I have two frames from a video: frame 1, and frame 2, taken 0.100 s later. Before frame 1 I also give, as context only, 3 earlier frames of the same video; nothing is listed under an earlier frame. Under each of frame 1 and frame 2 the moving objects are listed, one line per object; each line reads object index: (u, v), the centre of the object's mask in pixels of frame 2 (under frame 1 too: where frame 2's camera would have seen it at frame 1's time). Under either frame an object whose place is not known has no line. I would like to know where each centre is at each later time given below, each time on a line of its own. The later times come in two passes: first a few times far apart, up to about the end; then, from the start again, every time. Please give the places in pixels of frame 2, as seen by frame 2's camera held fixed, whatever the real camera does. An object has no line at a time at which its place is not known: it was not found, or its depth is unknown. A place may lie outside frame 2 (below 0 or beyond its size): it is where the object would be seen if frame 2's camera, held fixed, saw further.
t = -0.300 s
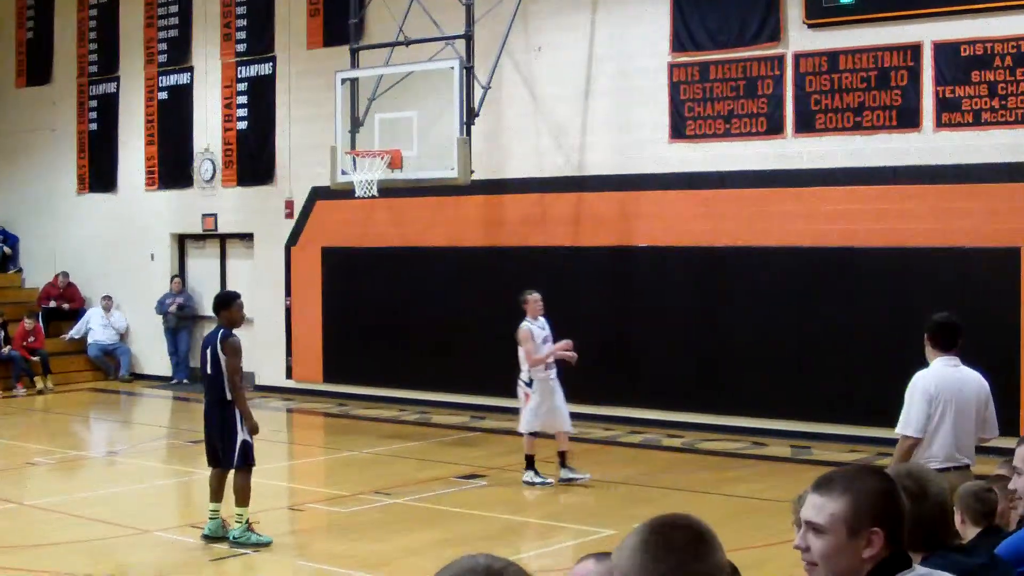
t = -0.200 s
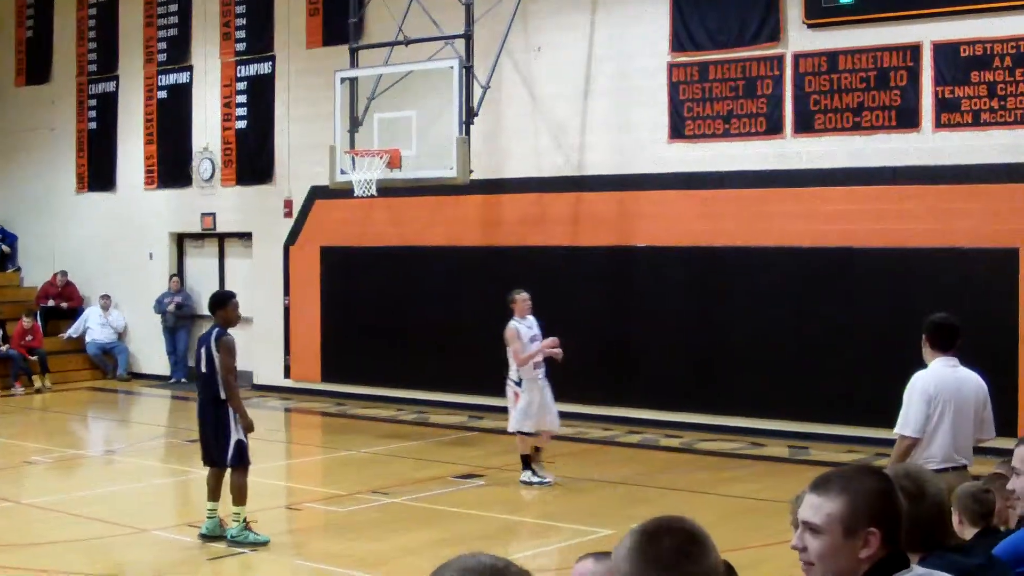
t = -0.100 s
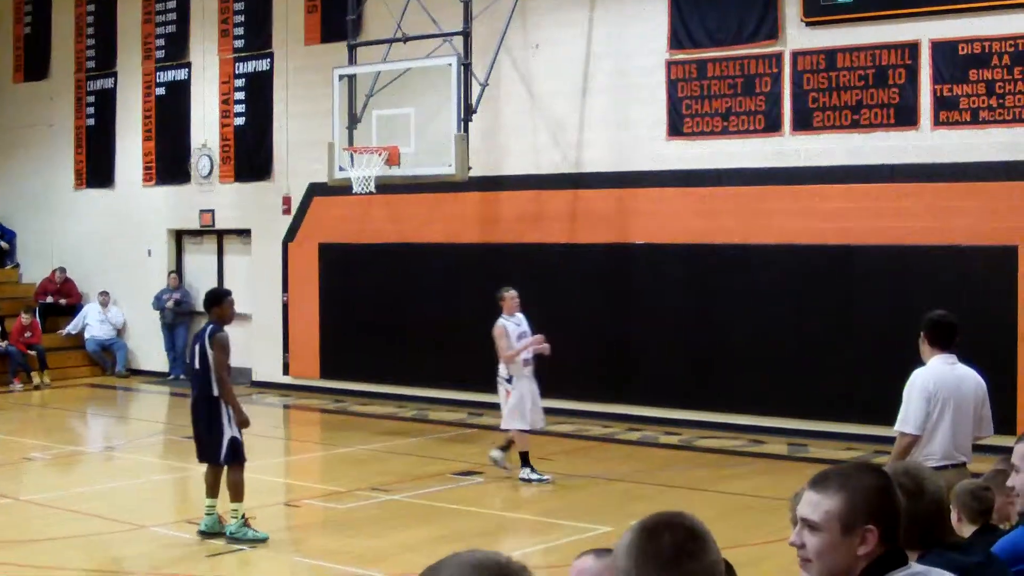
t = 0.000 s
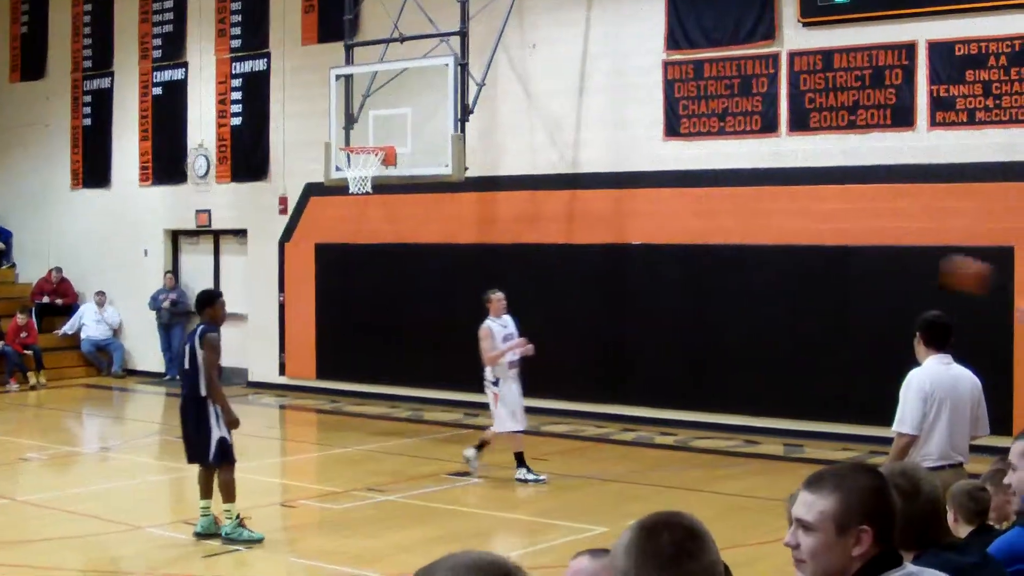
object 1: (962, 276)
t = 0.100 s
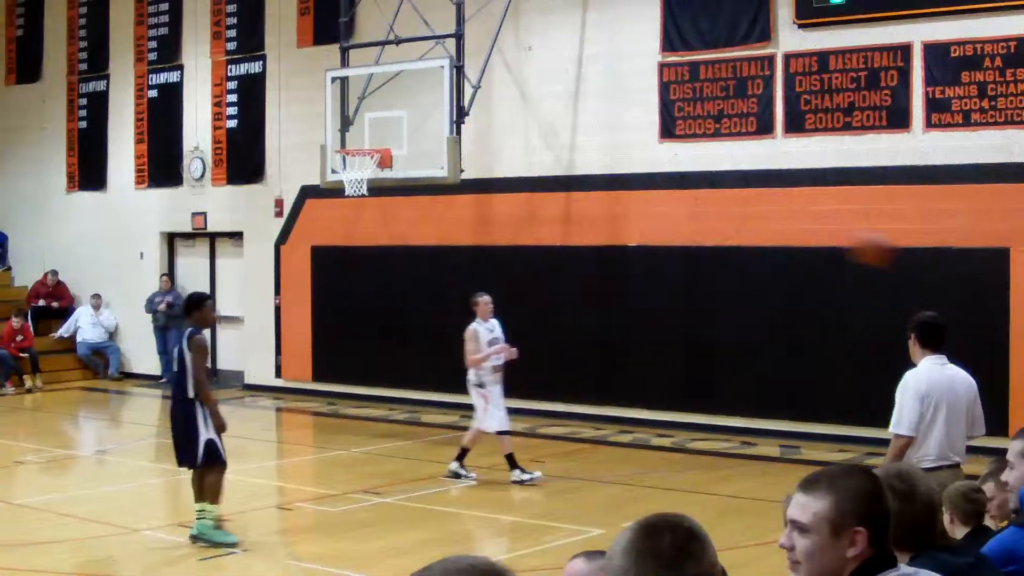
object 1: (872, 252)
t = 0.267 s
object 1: (733, 238)
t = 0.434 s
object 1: (605, 260)
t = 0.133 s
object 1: (842, 247)
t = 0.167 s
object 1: (814, 243)
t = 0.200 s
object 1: (785, 239)
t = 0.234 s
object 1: (758, 238)
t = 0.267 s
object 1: (733, 238)
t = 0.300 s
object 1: (706, 239)
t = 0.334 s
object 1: (677, 243)
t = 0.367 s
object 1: (652, 250)
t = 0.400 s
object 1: (628, 253)
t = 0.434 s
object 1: (605, 260)
